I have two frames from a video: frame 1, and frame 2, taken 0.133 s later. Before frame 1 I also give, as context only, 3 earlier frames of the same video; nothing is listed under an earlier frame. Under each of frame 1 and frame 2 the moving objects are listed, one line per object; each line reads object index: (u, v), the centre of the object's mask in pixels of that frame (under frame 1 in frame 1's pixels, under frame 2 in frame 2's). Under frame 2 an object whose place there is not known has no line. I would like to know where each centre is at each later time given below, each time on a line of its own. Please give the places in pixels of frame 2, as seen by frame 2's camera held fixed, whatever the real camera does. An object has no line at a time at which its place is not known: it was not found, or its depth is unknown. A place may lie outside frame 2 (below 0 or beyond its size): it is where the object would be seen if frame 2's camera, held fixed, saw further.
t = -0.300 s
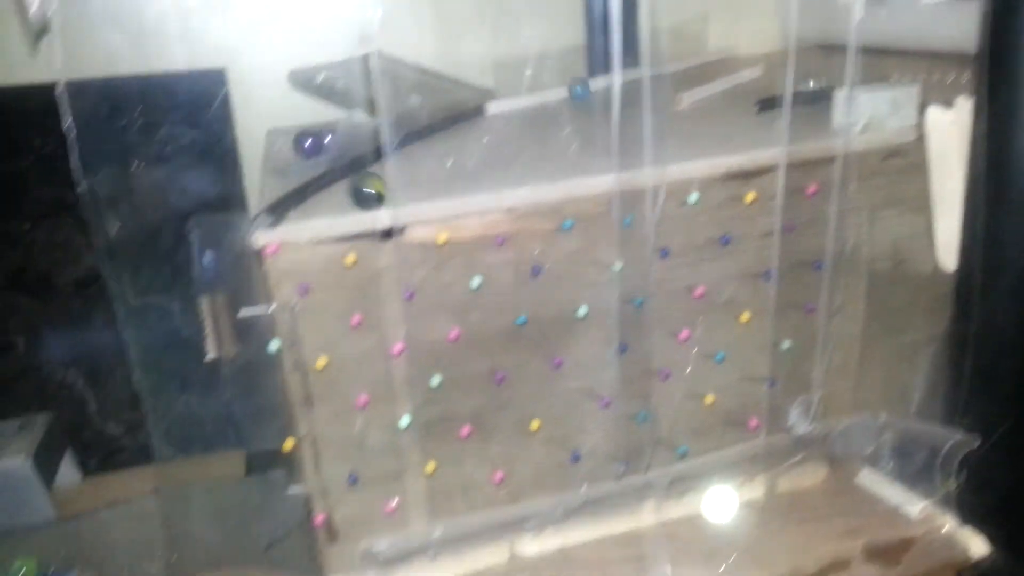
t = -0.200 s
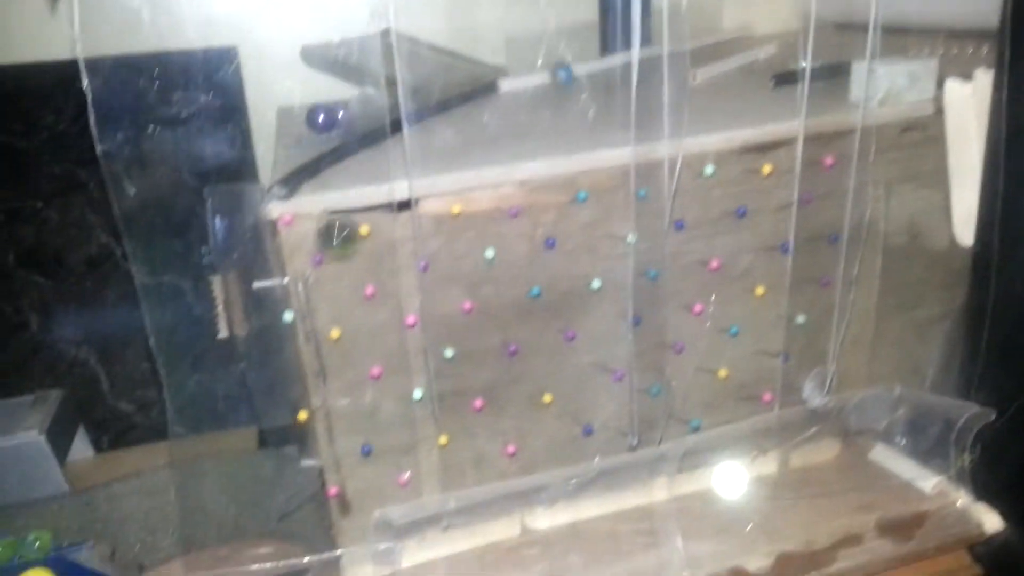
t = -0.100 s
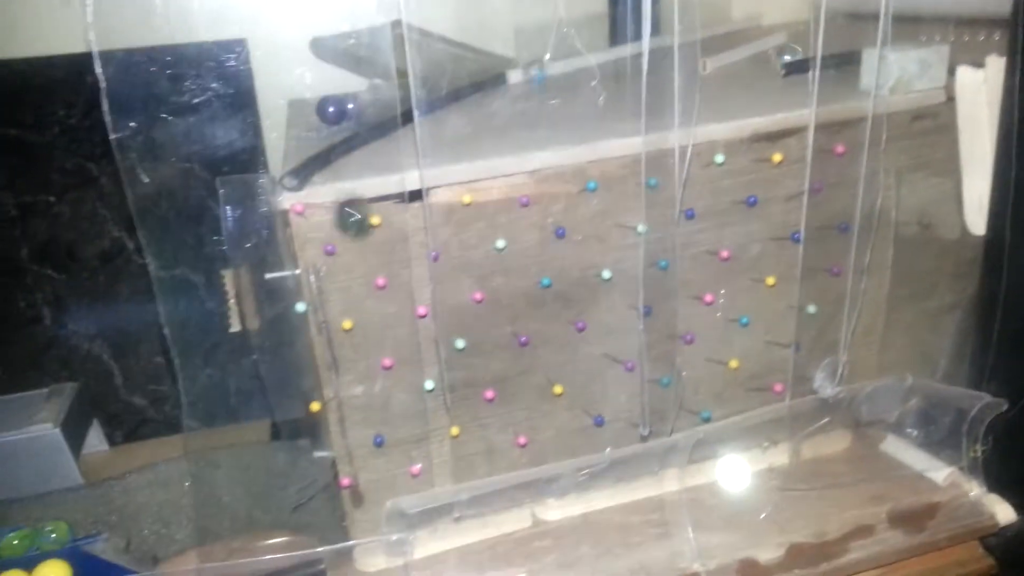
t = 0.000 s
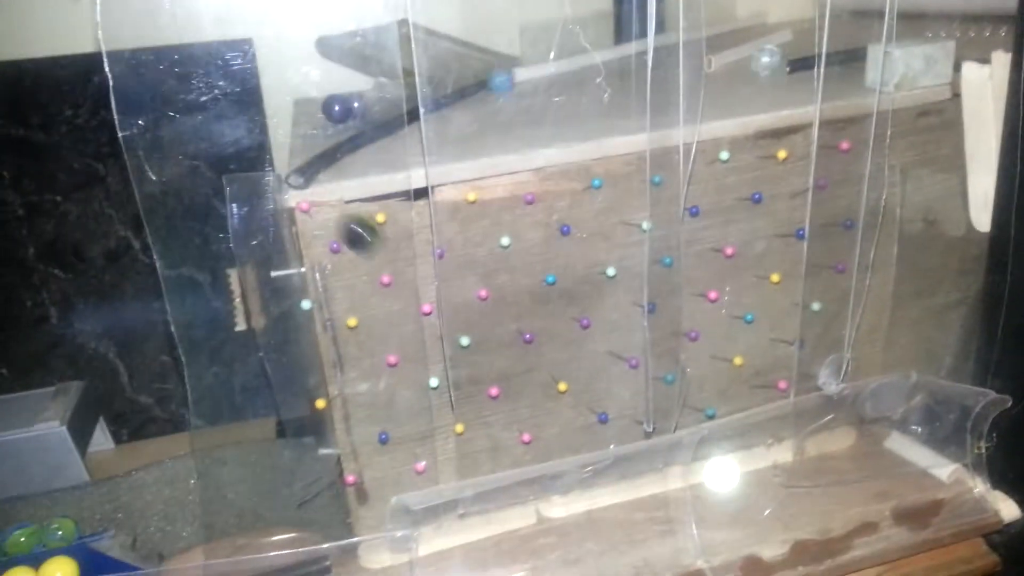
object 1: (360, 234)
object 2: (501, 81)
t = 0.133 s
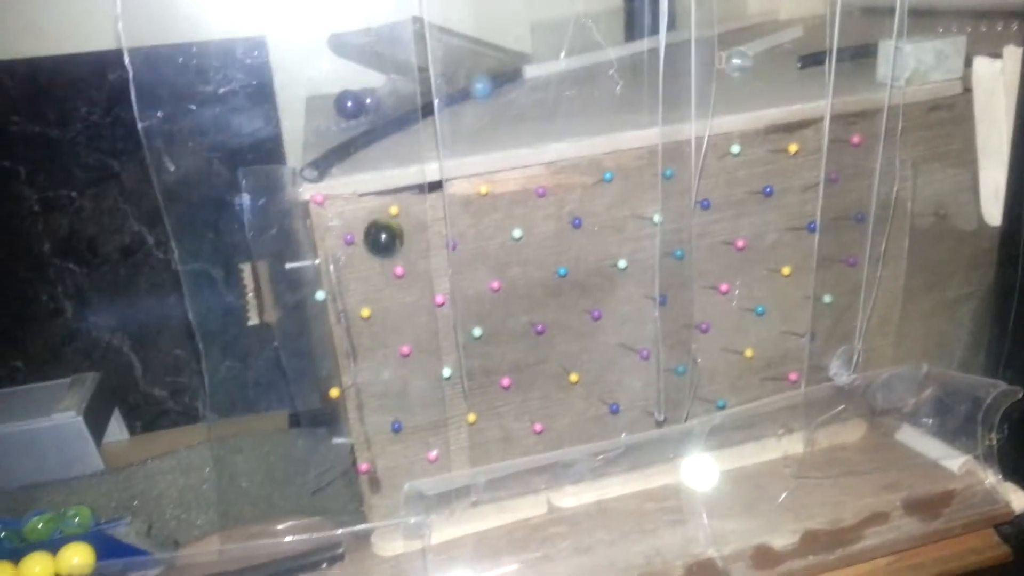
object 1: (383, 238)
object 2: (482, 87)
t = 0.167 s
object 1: (379, 255)
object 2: (473, 91)
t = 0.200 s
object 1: (357, 270)
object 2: (468, 96)
